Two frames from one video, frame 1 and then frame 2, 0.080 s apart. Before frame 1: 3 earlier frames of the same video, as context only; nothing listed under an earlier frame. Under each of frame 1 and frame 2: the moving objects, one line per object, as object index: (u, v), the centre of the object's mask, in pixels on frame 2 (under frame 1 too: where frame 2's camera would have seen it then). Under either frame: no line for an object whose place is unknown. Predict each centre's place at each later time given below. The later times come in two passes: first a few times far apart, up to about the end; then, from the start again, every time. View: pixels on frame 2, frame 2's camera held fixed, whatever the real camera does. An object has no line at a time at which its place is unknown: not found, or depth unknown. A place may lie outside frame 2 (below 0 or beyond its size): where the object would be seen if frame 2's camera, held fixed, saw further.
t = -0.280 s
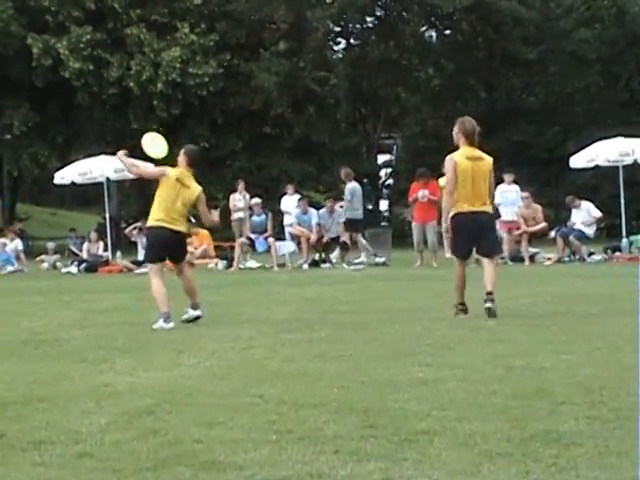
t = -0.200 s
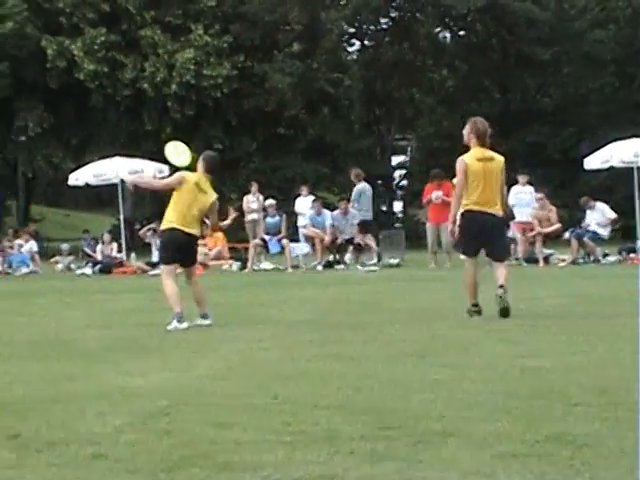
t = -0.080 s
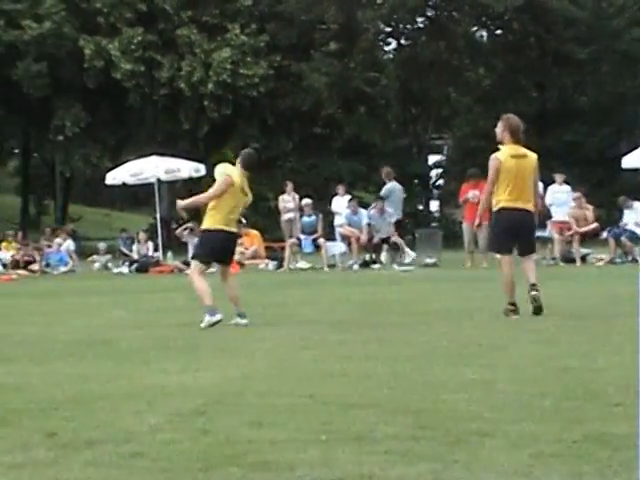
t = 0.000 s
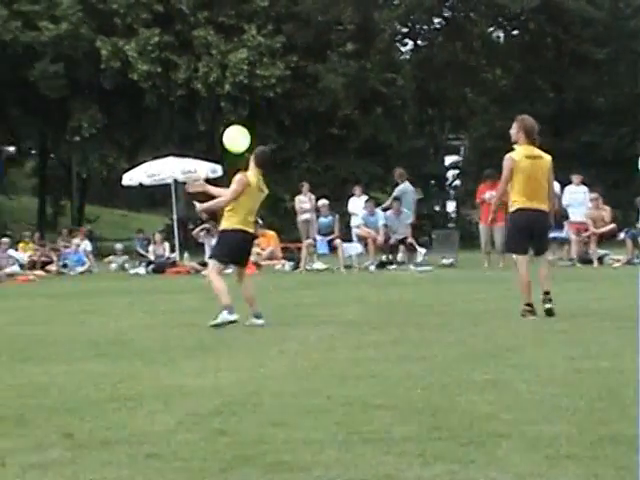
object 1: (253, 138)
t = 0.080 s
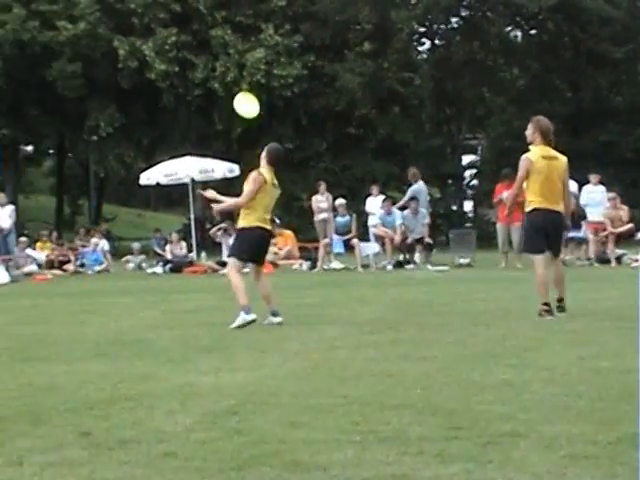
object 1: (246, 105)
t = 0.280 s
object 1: (230, 51)
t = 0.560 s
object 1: (208, 44)
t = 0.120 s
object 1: (242, 91)
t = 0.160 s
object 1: (239, 78)
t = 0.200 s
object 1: (236, 68)
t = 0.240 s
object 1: (232, 58)
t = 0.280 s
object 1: (230, 51)
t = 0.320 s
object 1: (227, 45)
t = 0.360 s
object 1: (223, 40)
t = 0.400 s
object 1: (220, 38)
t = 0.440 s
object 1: (217, 37)
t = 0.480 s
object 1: (214, 37)
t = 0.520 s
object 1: (211, 40)
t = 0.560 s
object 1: (208, 44)
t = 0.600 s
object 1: (206, 49)
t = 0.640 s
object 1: (203, 56)
